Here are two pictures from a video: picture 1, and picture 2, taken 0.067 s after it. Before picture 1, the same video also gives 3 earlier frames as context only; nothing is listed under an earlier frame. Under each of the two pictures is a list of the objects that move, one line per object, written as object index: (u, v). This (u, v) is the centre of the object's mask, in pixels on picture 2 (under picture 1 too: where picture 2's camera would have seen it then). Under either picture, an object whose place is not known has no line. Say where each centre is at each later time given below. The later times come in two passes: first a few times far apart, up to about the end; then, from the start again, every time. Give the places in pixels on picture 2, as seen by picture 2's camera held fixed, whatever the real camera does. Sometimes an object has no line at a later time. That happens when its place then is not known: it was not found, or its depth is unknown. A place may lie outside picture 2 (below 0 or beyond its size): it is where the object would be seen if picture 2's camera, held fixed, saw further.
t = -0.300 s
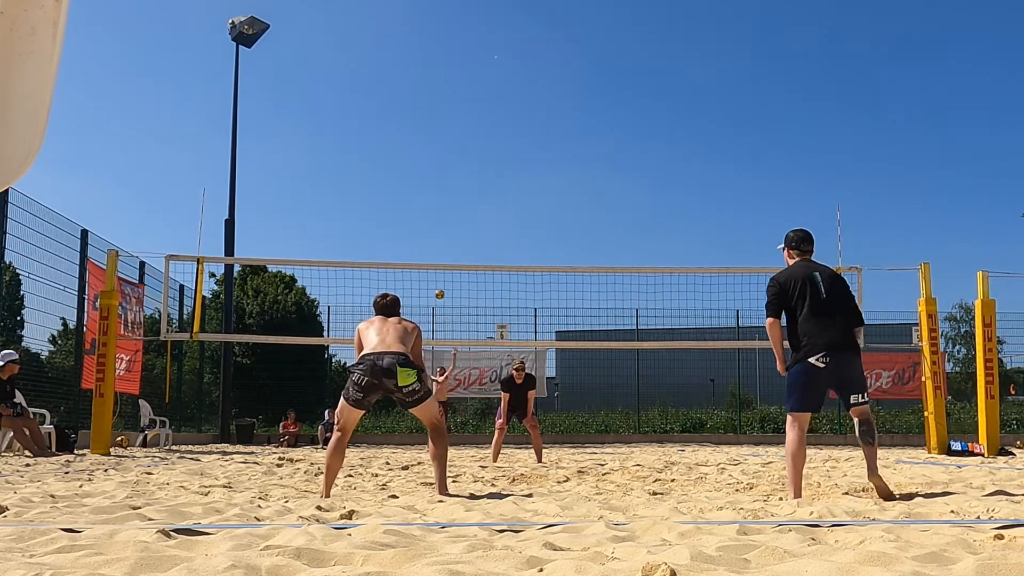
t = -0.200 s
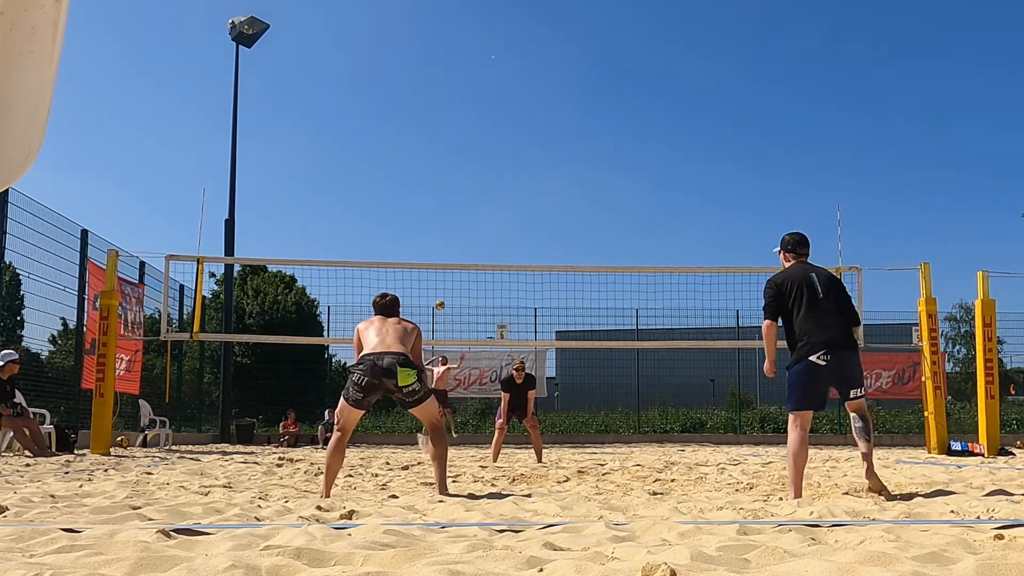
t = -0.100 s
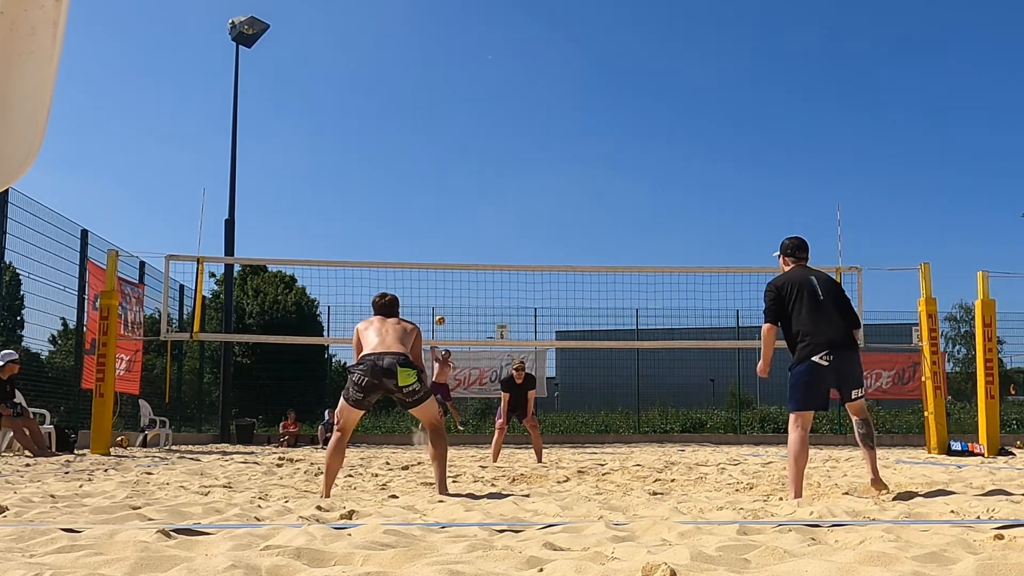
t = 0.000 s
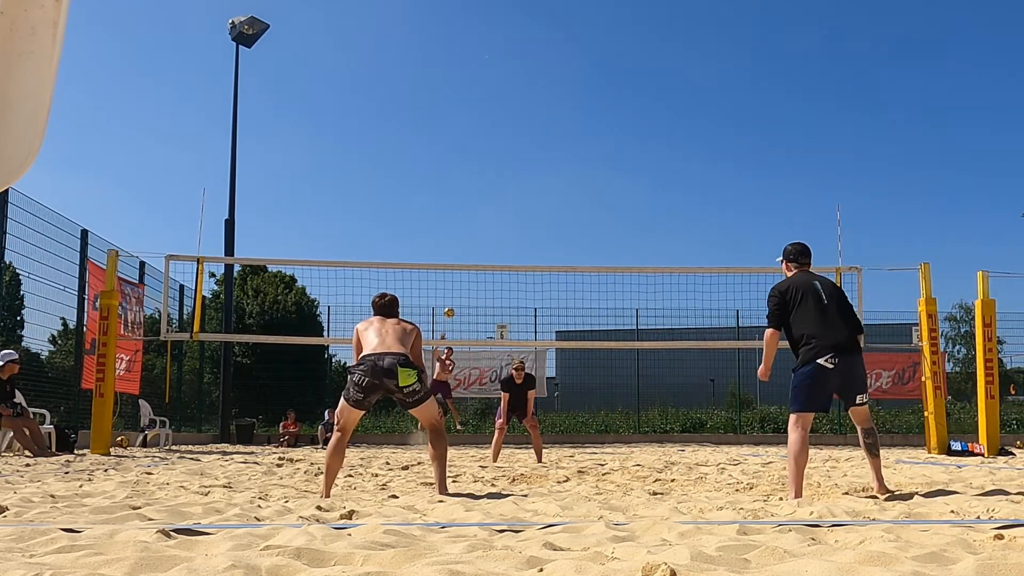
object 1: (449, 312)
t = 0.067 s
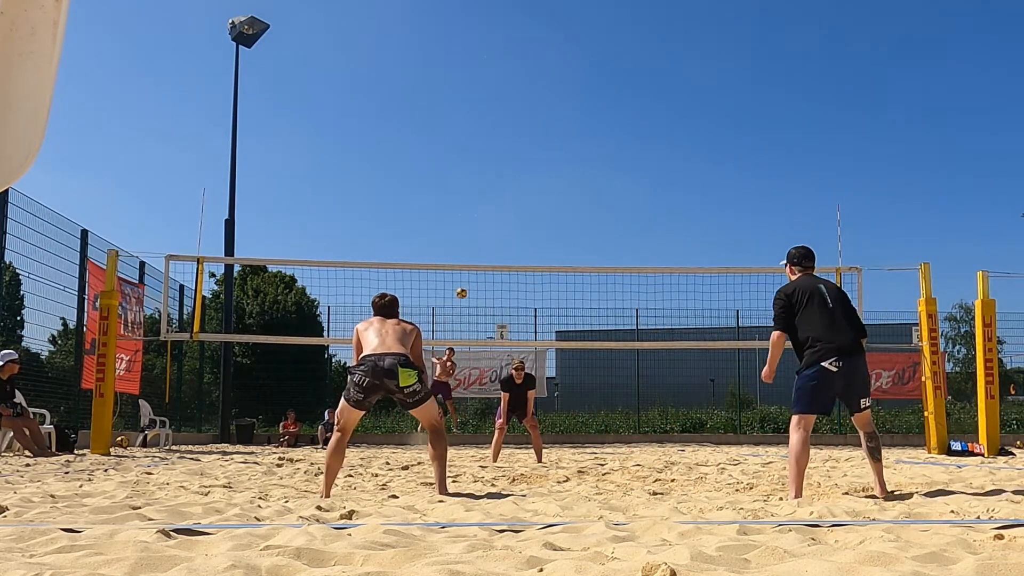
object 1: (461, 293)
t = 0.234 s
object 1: (497, 249)
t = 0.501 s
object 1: (569, 195)
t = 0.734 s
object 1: (656, 174)
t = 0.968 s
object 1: (782, 194)
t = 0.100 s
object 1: (468, 284)
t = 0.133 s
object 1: (475, 275)
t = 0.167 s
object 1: (482, 263)
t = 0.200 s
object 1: (489, 258)
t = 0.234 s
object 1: (497, 249)
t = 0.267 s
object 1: (505, 242)
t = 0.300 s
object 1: (514, 234)
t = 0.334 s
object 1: (522, 227)
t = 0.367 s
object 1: (531, 219)
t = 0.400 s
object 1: (540, 212)
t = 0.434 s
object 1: (549, 206)
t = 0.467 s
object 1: (559, 200)
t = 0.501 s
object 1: (569, 195)
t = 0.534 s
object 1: (580, 190)
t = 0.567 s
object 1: (591, 186)
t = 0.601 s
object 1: (602, 182)
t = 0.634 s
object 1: (615, 179)
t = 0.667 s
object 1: (628, 177)
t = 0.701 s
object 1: (642, 175)
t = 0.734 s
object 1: (656, 174)
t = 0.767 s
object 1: (672, 174)
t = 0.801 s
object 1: (687, 175)
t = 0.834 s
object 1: (704, 176)
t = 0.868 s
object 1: (722, 179)
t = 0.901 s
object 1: (741, 182)
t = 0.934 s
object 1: (761, 187)
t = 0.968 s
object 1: (782, 194)
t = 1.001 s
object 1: (805, 202)
